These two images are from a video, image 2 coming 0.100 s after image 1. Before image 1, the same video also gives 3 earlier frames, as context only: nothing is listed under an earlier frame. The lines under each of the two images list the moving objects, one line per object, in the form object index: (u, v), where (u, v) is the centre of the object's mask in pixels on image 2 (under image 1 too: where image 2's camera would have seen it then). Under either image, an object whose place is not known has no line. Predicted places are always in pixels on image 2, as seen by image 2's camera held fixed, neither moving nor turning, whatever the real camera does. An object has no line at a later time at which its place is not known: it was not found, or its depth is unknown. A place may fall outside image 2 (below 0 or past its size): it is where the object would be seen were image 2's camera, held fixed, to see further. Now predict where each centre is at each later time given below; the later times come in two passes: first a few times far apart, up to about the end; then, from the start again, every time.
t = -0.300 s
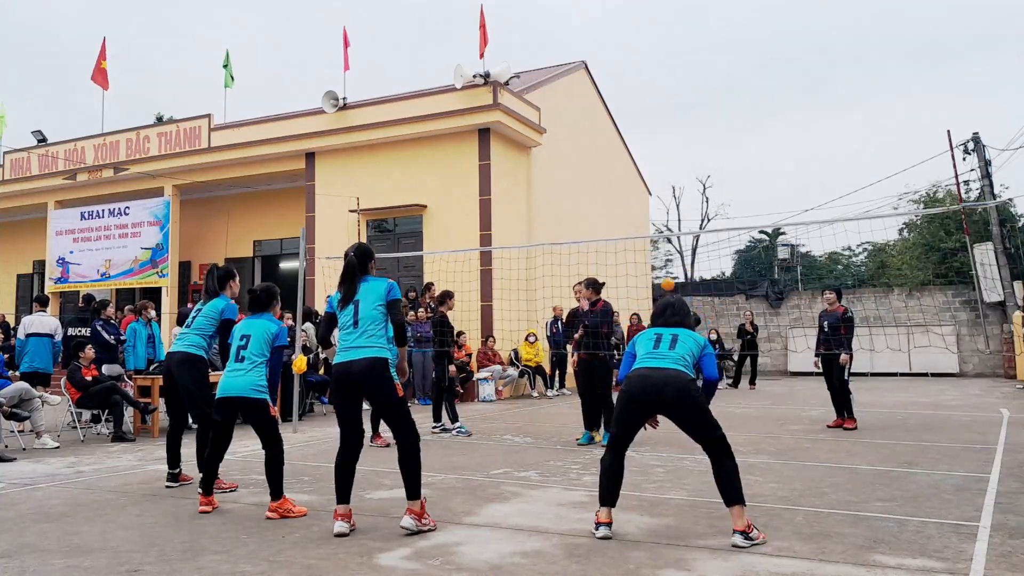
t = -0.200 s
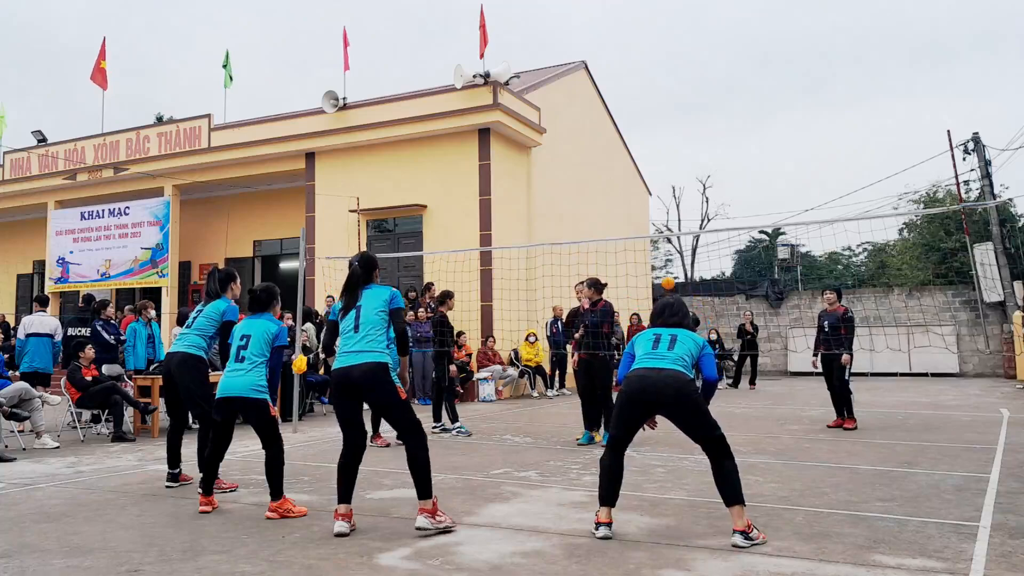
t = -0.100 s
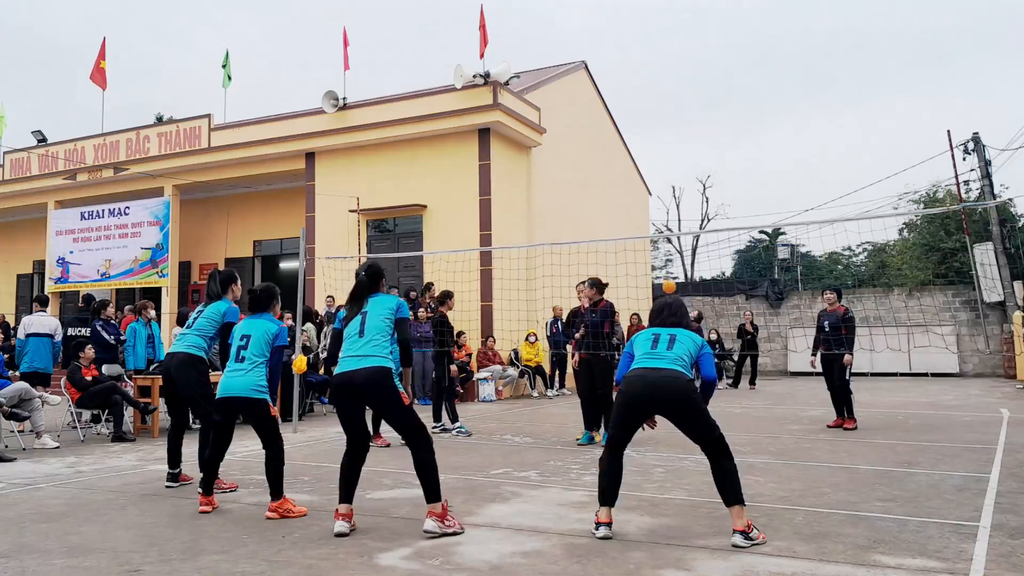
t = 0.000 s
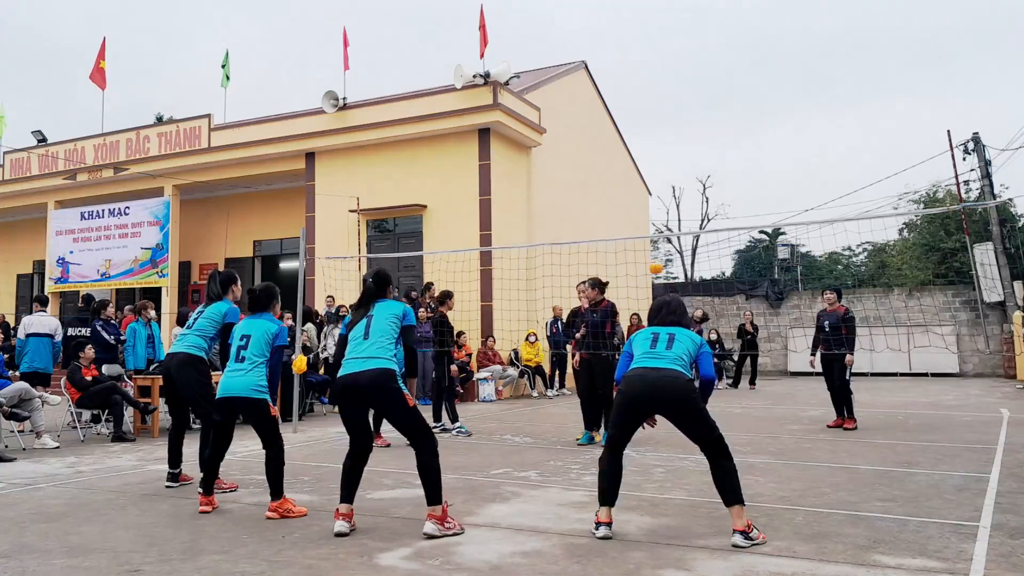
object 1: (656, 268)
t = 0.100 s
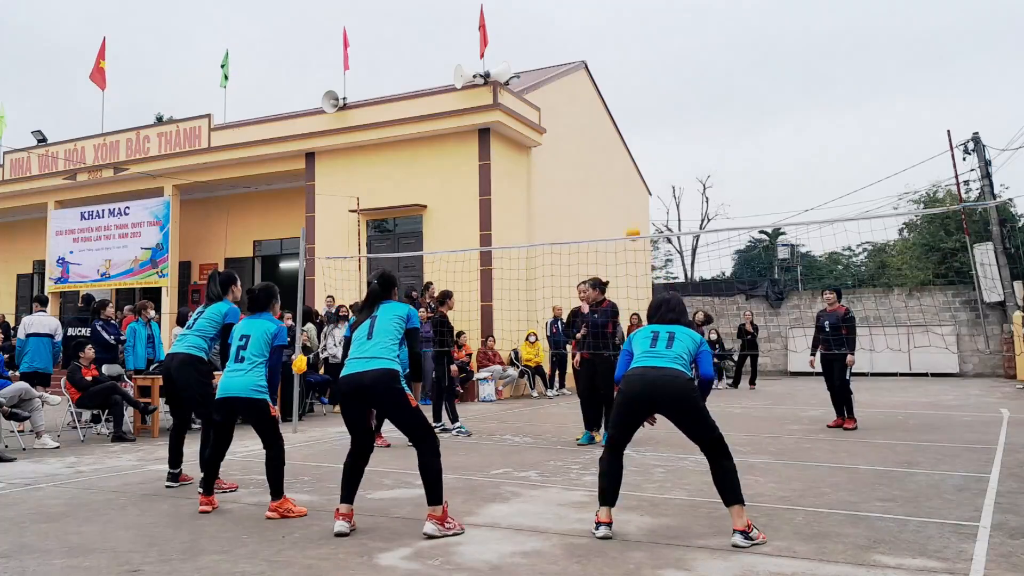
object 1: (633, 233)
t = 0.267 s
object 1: (595, 185)
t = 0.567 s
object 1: (517, 142)
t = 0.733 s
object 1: (467, 157)
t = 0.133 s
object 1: (625, 224)
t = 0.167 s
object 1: (617, 213)
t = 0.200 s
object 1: (610, 203)
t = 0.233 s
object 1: (602, 194)
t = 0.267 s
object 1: (595, 185)
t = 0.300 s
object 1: (587, 177)
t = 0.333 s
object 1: (579, 170)
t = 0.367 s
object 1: (571, 163)
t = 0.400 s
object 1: (562, 157)
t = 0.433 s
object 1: (554, 152)
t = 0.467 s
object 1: (545, 148)
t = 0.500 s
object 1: (536, 145)
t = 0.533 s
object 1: (527, 143)
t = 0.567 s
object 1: (517, 142)
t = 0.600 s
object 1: (508, 141)
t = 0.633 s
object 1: (499, 142)
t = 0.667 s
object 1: (489, 145)
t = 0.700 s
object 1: (479, 149)
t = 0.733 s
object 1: (467, 157)
